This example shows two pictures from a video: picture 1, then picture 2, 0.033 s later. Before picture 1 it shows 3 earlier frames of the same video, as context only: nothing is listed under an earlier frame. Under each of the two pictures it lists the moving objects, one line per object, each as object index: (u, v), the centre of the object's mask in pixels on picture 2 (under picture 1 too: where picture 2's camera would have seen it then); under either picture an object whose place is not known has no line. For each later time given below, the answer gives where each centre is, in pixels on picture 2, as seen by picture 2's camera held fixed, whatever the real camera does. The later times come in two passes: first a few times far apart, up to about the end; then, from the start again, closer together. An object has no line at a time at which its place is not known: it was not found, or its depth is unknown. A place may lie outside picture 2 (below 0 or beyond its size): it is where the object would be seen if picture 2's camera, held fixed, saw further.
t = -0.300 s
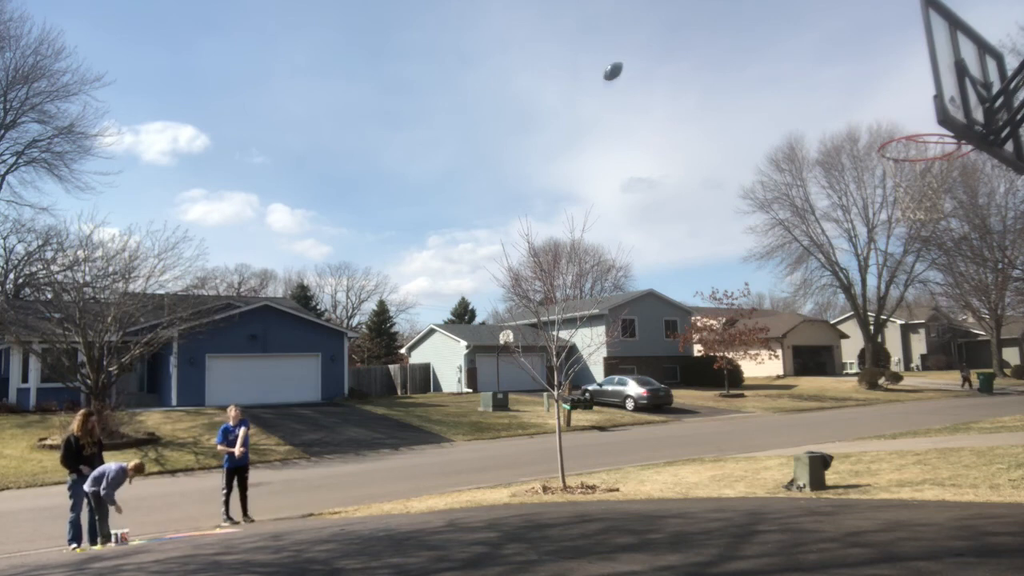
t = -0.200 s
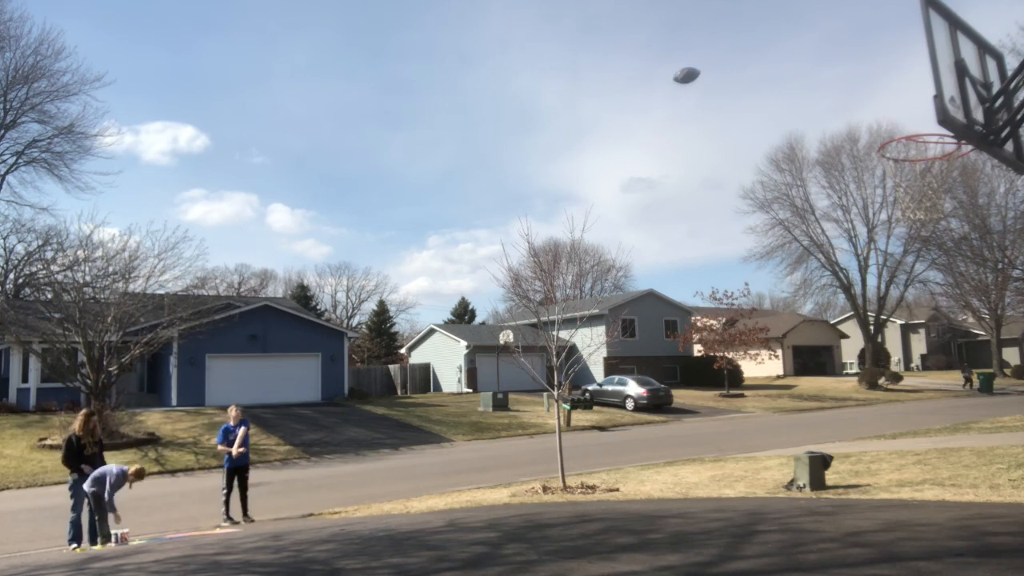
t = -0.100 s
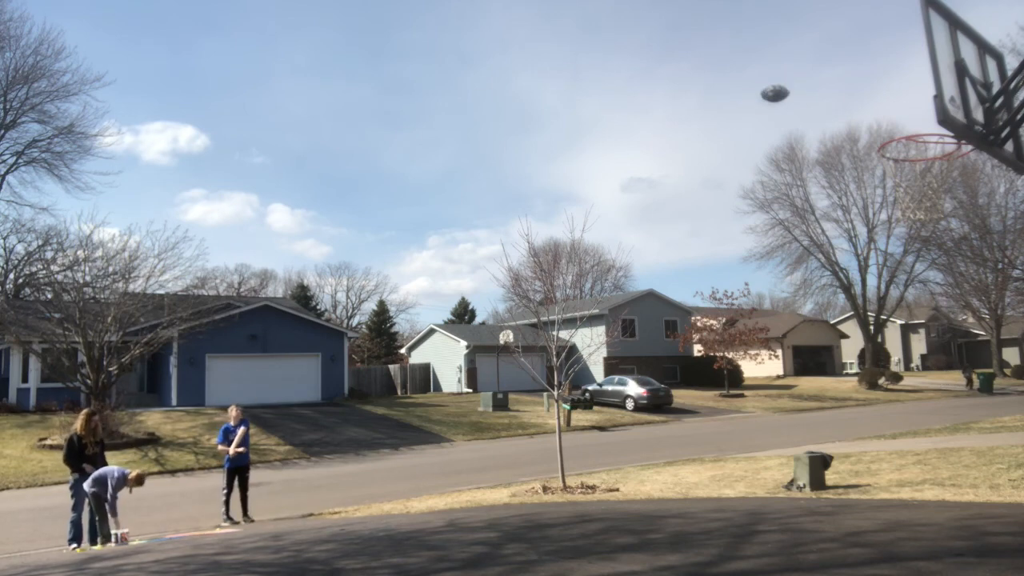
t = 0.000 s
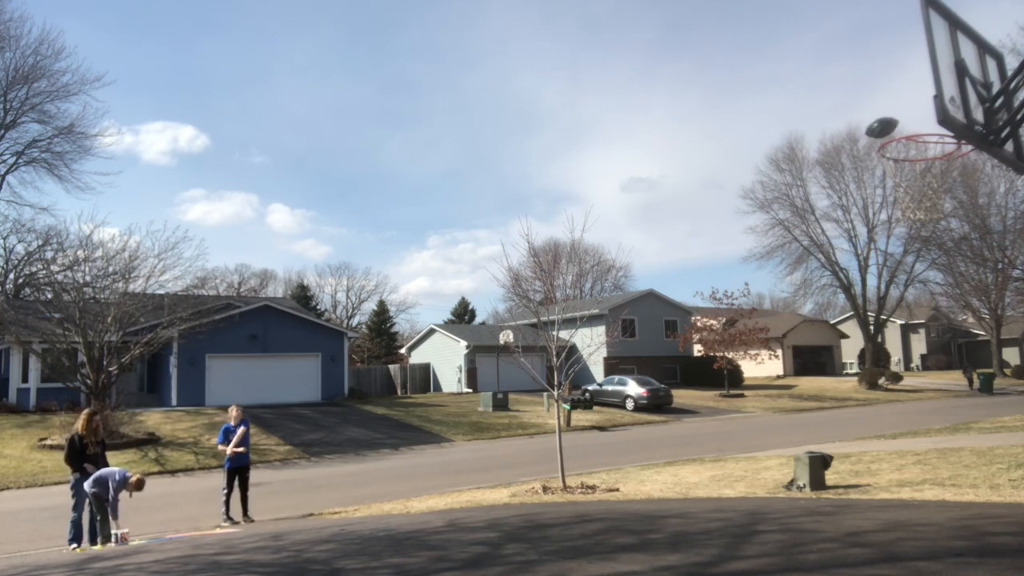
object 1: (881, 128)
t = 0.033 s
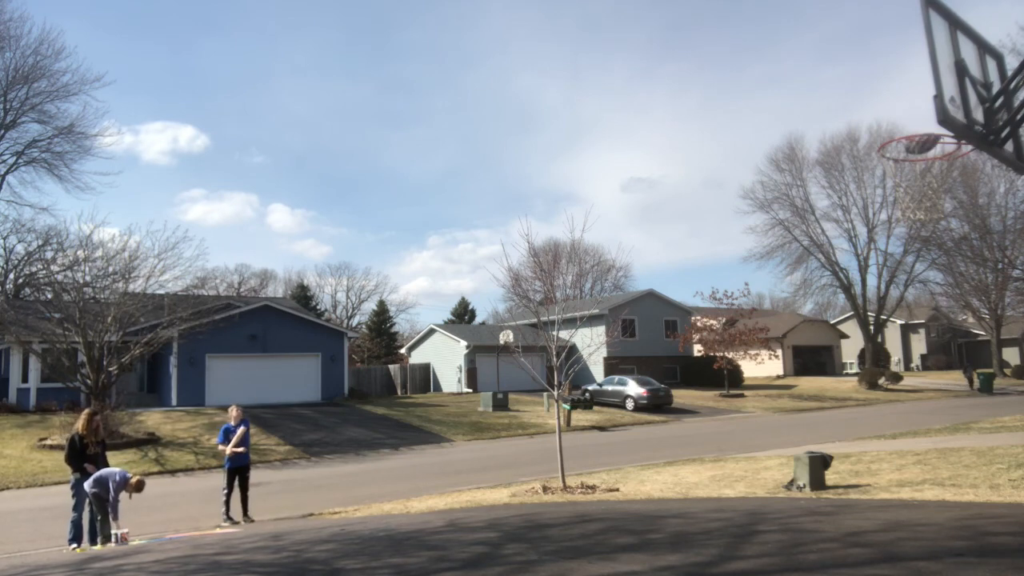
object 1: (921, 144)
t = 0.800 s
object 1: (931, 494)
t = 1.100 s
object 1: (875, 442)
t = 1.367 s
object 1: (841, 537)
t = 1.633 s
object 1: (810, 541)
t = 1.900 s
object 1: (792, 546)
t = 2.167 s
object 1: (766, 557)
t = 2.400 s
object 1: (751, 562)
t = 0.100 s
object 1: (991, 164)
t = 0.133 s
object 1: (1016, 170)
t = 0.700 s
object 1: (953, 512)
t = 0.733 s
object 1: (947, 534)
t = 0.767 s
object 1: (939, 513)
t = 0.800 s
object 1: (931, 494)
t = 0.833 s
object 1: (923, 479)
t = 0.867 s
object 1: (916, 466)
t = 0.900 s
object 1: (909, 456)
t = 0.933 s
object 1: (903, 448)
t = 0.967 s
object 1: (897, 443)
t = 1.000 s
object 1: (891, 439)
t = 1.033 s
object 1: (885, 438)
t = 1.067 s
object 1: (880, 439)
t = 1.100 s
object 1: (875, 442)
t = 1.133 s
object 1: (870, 447)
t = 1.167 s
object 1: (866, 454)
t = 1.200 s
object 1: (861, 463)
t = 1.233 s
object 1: (856, 475)
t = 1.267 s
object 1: (853, 488)
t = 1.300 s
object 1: (848, 504)
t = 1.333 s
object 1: (845, 522)
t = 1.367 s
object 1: (841, 537)
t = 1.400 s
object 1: (836, 533)
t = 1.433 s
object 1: (832, 532)
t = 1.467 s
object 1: (828, 532)
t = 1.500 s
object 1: (824, 535)
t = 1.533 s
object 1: (819, 540)
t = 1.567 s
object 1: (816, 546)
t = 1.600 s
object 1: (814, 545)
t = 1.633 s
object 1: (810, 541)
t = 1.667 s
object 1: (808, 539)
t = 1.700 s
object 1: (806, 539)
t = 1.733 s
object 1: (804, 542)
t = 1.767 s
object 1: (802, 547)
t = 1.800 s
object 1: (800, 555)
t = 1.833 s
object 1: (798, 550)
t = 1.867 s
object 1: (795, 548)
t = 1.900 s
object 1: (792, 546)
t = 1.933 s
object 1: (790, 548)
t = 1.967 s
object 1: (788, 551)
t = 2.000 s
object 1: (785, 553)
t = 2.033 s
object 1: (782, 558)
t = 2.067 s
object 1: (777, 560)
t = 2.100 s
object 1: (773, 561)
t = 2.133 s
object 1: (769, 559)
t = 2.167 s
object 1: (766, 557)
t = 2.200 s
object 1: (762, 555)
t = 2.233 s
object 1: (759, 554)
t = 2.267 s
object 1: (756, 555)
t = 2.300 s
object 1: (755, 556)
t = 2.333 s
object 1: (753, 557)
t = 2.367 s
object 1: (752, 559)
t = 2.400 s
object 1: (751, 562)
